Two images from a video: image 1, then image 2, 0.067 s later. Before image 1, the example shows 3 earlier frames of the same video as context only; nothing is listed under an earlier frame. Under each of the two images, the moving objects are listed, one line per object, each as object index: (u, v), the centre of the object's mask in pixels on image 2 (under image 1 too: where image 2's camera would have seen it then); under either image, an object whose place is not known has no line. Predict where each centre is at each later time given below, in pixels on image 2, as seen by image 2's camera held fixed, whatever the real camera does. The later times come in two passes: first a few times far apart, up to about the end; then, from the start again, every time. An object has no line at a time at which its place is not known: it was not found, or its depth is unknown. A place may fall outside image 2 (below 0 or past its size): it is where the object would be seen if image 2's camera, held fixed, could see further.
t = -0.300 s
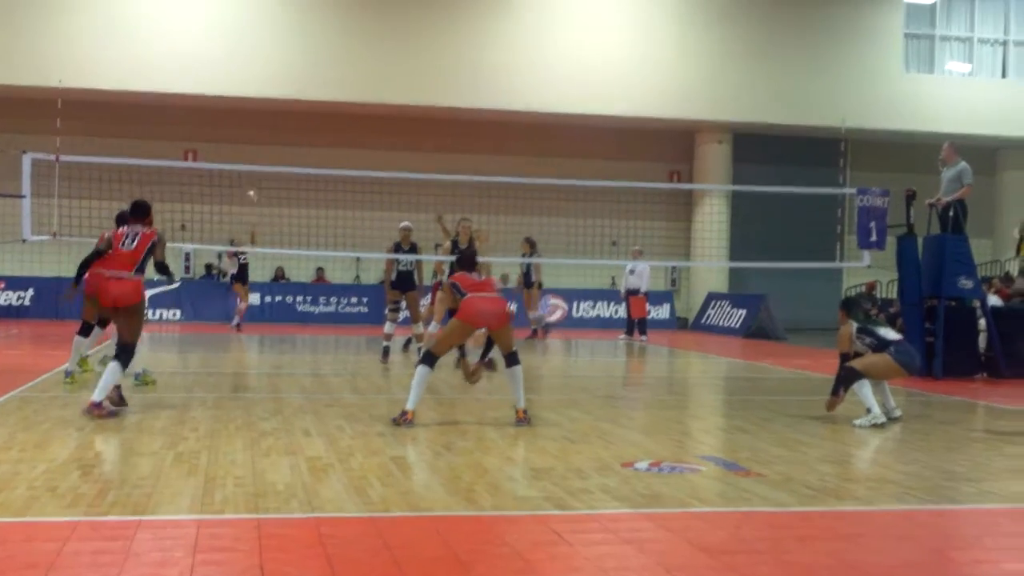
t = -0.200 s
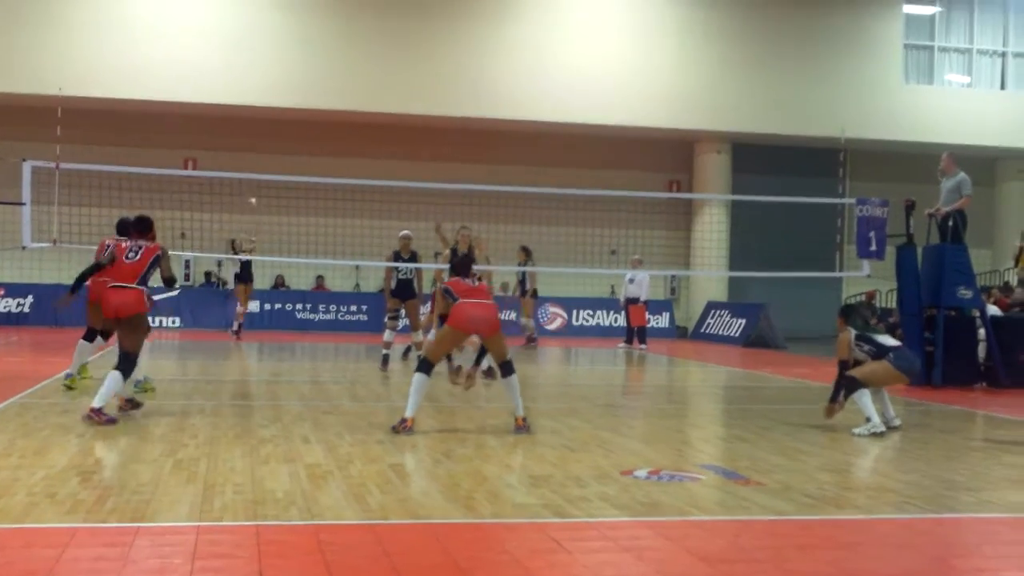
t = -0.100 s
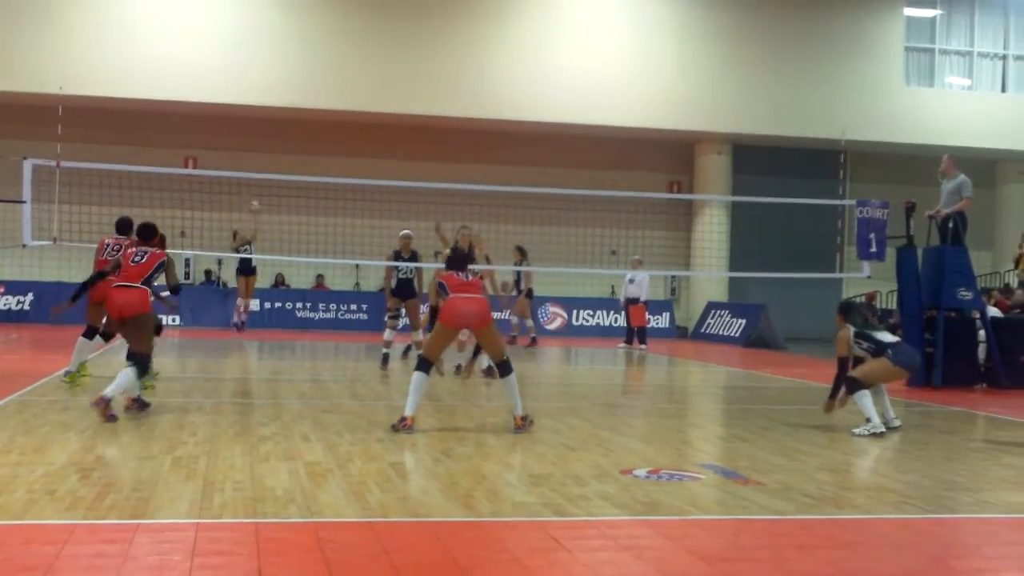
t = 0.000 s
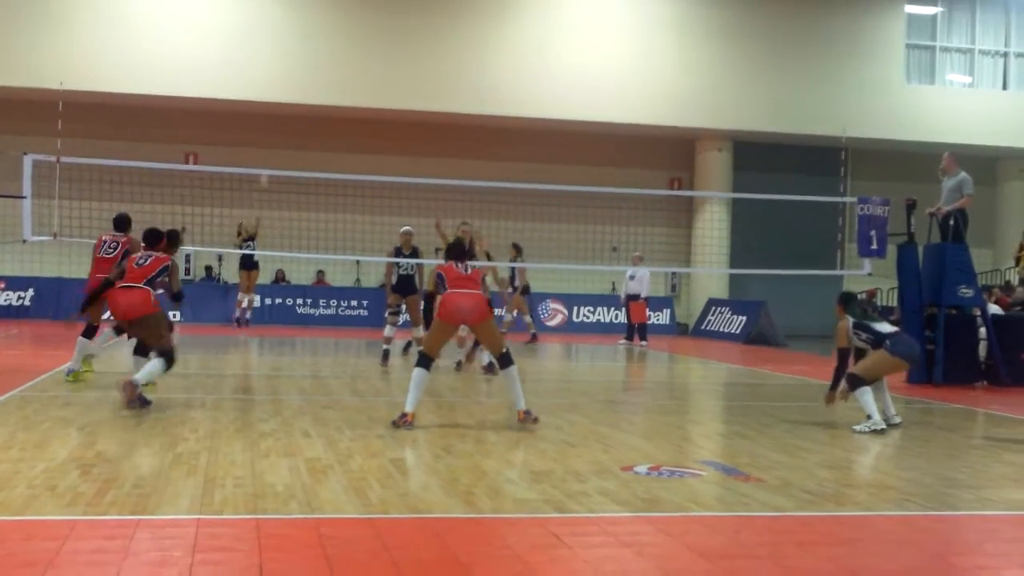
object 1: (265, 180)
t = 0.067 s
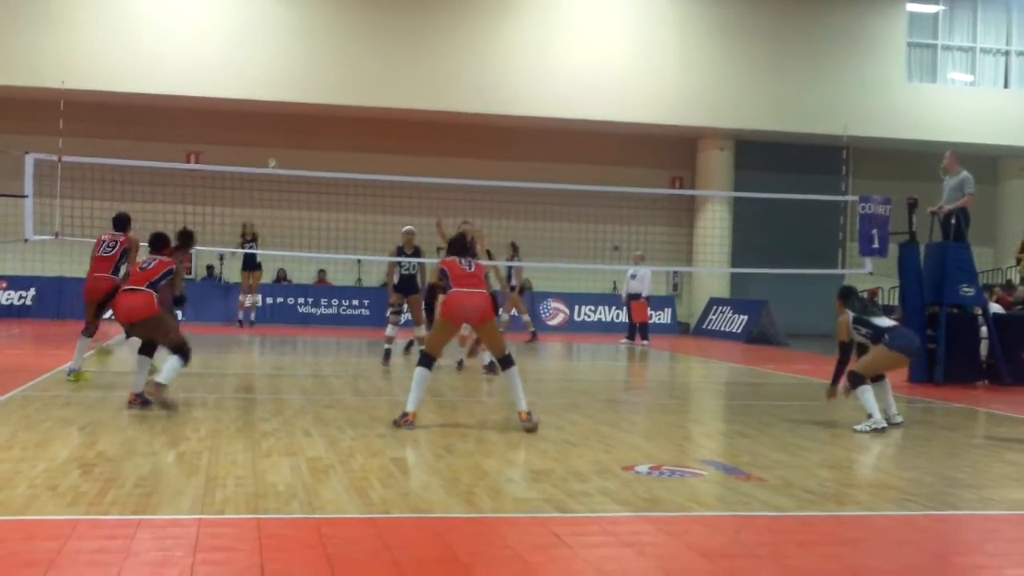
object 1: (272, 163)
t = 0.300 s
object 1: (296, 125)
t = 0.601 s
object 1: (320, 118)
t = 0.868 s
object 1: (334, 204)
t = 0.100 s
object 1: (275, 157)
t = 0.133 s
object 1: (278, 150)
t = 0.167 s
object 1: (282, 145)
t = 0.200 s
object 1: (286, 140)
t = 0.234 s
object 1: (289, 135)
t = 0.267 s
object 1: (293, 130)
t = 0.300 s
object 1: (296, 125)
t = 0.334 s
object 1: (299, 122)
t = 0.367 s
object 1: (303, 118)
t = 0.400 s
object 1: (306, 116)
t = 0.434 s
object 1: (309, 115)
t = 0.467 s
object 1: (311, 114)
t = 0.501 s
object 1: (313, 114)
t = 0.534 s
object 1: (315, 115)
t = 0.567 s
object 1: (318, 116)
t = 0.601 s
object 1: (320, 118)
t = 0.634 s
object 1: (323, 122)
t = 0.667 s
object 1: (324, 127)
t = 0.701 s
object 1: (327, 135)
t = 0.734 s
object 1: (328, 143)
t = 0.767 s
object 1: (330, 154)
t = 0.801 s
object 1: (331, 168)
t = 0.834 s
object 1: (331, 188)
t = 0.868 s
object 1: (334, 204)
